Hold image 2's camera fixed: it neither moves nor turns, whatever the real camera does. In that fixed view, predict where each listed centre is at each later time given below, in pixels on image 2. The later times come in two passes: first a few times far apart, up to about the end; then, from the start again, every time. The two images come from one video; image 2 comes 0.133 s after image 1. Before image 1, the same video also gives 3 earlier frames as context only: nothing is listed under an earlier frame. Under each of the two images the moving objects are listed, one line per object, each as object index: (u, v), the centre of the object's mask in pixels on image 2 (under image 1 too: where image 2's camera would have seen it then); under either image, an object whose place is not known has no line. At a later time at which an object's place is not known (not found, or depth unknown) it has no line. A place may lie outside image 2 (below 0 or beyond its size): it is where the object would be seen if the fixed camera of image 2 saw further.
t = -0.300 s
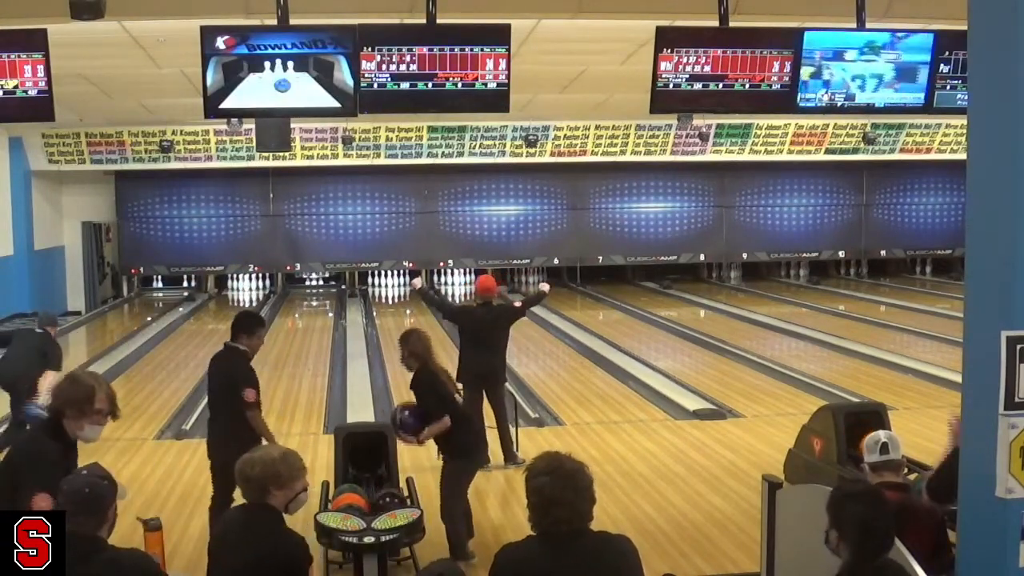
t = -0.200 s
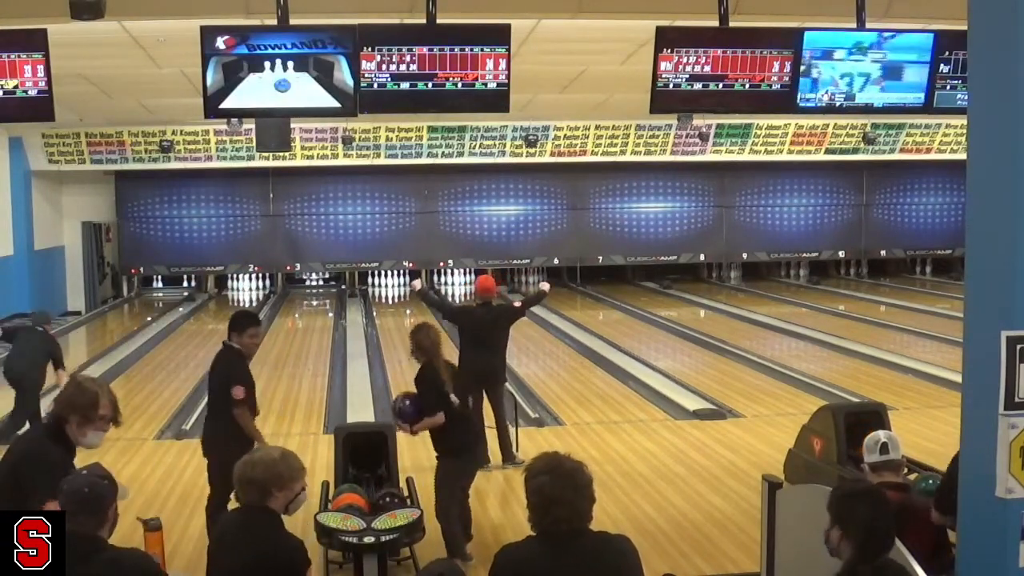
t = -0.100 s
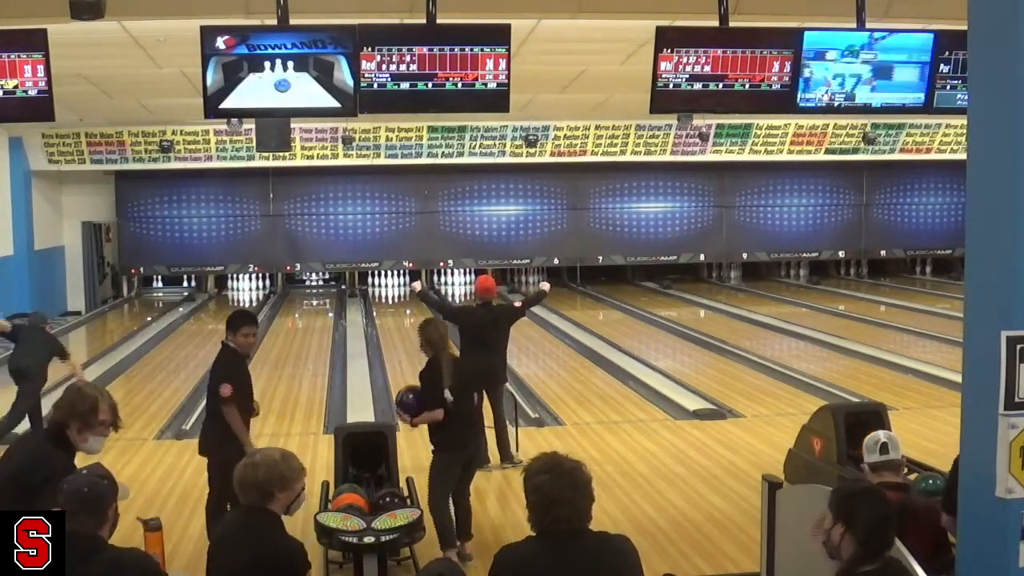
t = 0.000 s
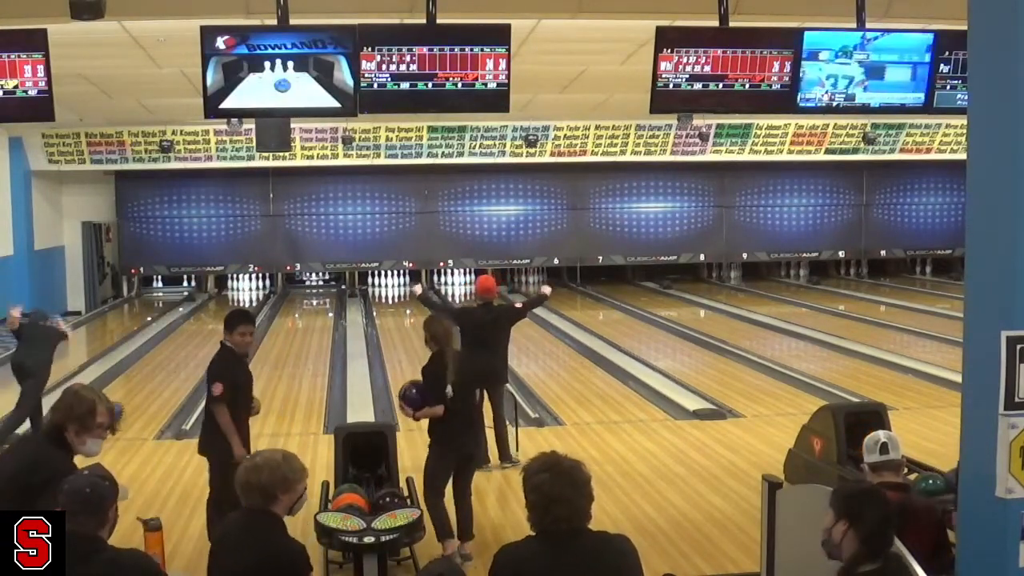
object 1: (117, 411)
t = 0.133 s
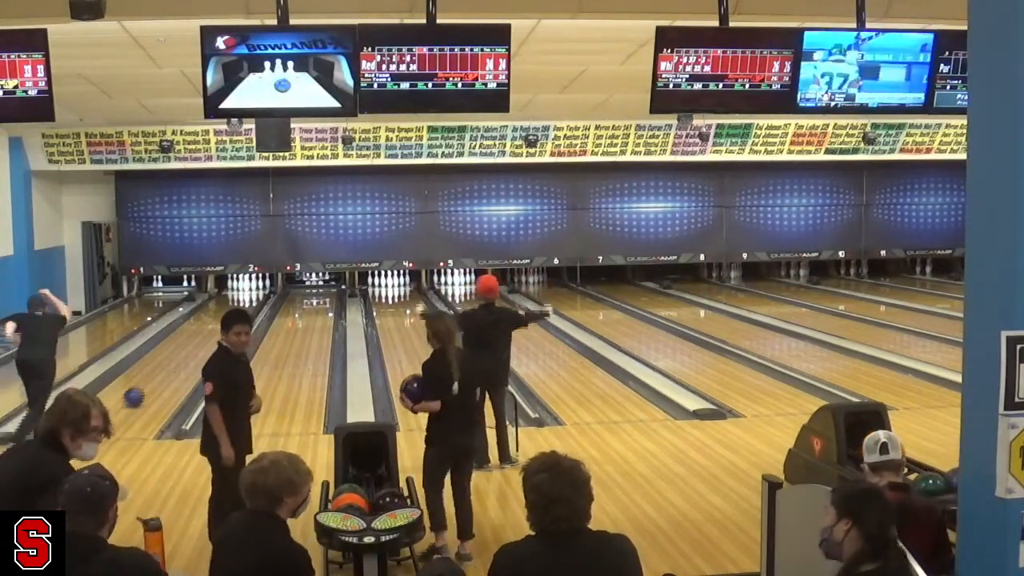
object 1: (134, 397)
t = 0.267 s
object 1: (151, 384)
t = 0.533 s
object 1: (181, 362)
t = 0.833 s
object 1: (207, 343)
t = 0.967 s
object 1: (213, 336)
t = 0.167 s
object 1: (138, 394)
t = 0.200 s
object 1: (143, 390)
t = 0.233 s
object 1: (147, 387)
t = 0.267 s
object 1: (151, 384)
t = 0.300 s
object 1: (156, 381)
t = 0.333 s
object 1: (159, 378)
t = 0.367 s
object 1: (164, 375)
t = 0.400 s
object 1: (167, 373)
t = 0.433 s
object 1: (171, 369)
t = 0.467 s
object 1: (175, 367)
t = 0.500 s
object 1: (178, 364)
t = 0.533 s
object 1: (181, 362)
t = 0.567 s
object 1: (184, 360)
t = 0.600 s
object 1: (187, 357)
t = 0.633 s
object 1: (191, 355)
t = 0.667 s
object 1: (194, 353)
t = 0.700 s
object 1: (196, 351)
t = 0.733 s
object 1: (199, 349)
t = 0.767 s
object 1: (202, 347)
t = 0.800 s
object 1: (204, 345)
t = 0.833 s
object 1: (207, 343)
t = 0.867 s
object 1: (209, 340)
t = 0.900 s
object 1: (211, 339)
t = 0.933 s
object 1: (212, 338)
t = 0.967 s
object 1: (213, 336)
